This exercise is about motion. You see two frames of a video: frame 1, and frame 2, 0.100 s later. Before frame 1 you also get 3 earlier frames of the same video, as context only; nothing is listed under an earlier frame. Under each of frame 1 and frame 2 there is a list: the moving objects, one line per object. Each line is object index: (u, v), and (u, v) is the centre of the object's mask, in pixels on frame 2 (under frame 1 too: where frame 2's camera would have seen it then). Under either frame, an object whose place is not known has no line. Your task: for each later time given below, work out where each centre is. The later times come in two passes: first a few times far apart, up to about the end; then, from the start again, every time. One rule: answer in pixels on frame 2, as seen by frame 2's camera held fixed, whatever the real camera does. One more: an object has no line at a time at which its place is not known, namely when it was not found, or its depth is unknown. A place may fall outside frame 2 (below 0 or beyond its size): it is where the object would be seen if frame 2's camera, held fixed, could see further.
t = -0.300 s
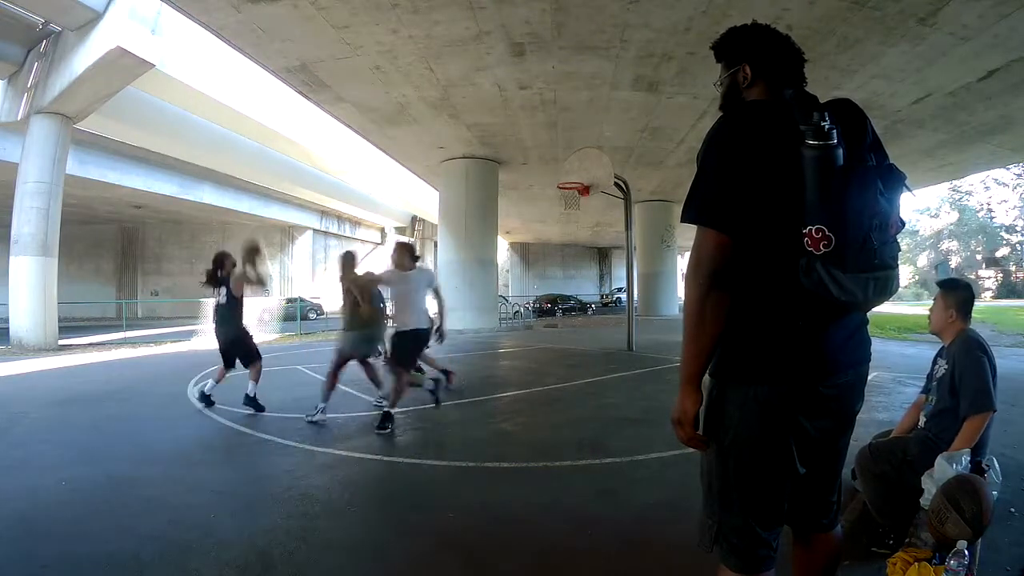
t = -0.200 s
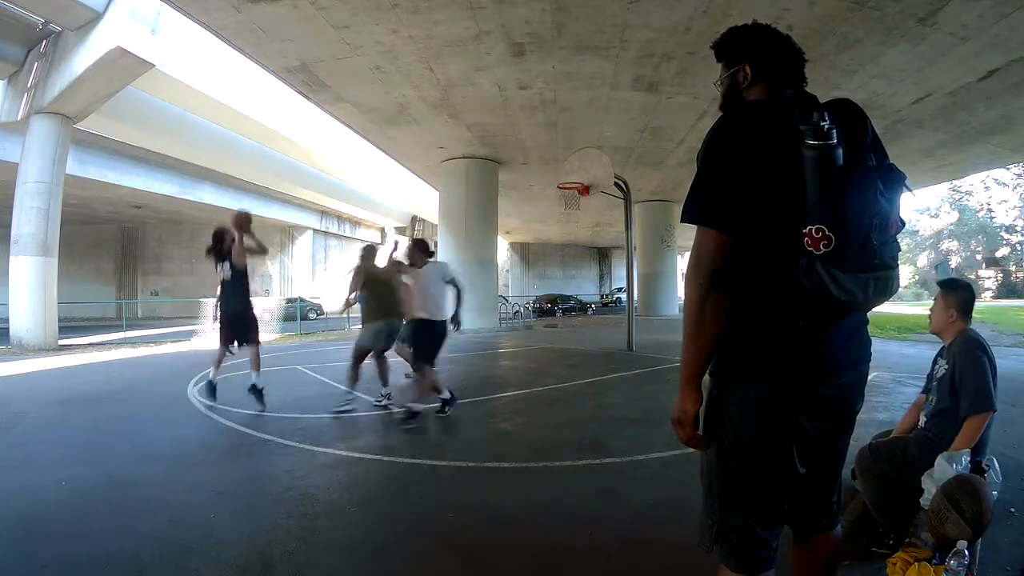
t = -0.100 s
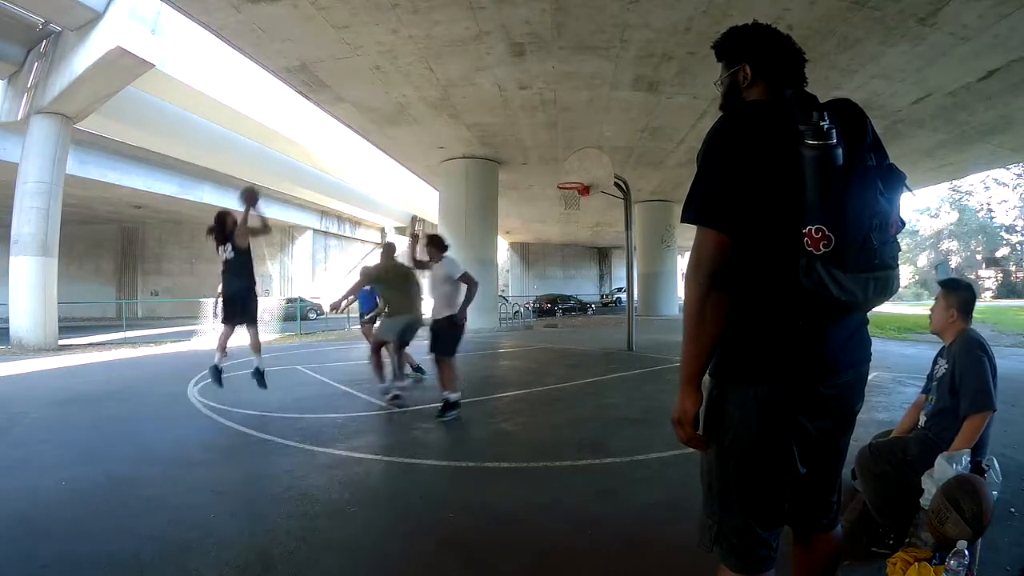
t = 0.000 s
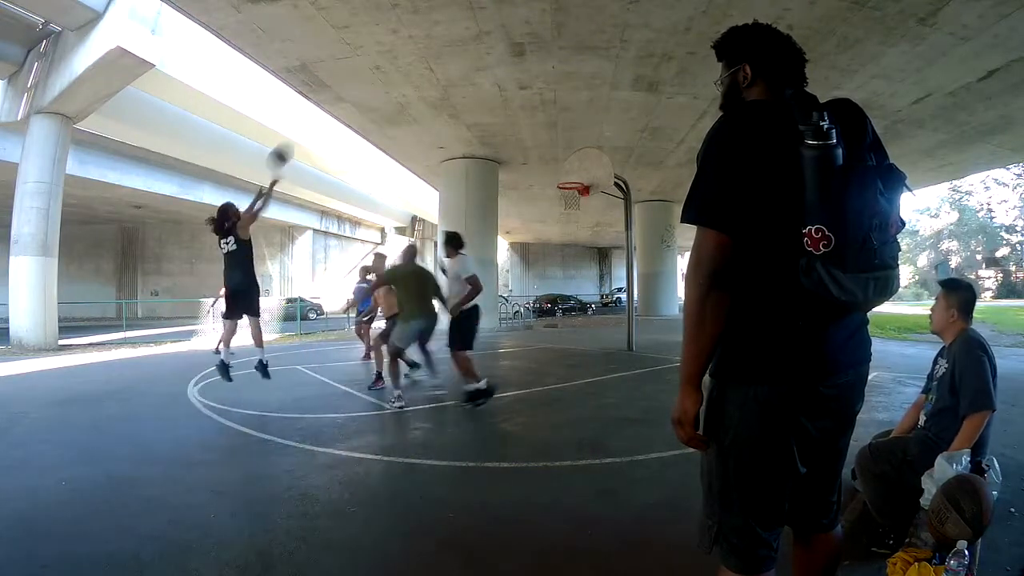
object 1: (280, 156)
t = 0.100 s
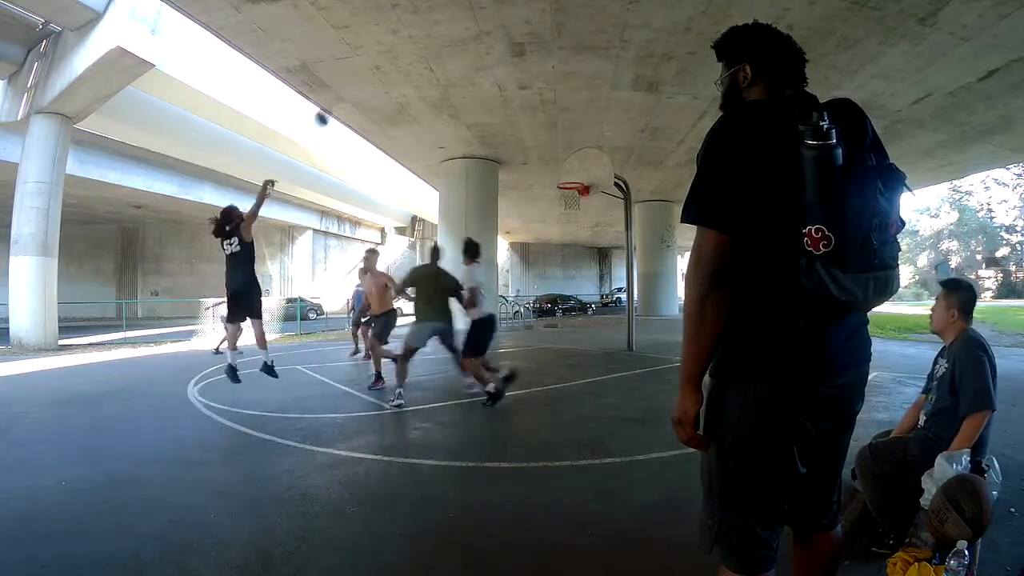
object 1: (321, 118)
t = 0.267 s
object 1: (383, 82)
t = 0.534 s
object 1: (460, 75)
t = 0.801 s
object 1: (521, 109)
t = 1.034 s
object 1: (567, 168)
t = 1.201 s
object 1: (562, 193)
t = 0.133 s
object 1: (335, 107)
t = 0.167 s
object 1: (348, 100)
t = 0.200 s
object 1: (360, 93)
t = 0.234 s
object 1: (371, 87)
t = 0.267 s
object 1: (383, 82)
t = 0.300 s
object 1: (393, 78)
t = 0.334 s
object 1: (404, 75)
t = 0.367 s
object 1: (414, 73)
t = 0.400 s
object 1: (424, 72)
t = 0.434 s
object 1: (433, 72)
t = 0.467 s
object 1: (443, 72)
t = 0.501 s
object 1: (451, 73)
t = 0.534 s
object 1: (460, 75)
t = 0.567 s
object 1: (468, 77)
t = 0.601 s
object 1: (476, 80)
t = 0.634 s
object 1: (484, 83)
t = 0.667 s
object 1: (492, 88)
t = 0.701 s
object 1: (499, 92)
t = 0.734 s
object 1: (506, 97)
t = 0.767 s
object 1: (514, 103)
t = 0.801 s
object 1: (521, 109)
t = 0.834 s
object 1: (528, 117)
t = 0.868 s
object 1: (535, 124)
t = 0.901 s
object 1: (541, 132)
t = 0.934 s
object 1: (548, 141)
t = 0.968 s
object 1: (554, 150)
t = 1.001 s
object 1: (560, 159)
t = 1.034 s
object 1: (567, 168)
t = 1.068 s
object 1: (572, 177)
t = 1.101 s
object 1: (575, 182)
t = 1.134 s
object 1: (574, 187)
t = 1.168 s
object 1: (568, 189)
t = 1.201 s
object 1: (562, 193)
